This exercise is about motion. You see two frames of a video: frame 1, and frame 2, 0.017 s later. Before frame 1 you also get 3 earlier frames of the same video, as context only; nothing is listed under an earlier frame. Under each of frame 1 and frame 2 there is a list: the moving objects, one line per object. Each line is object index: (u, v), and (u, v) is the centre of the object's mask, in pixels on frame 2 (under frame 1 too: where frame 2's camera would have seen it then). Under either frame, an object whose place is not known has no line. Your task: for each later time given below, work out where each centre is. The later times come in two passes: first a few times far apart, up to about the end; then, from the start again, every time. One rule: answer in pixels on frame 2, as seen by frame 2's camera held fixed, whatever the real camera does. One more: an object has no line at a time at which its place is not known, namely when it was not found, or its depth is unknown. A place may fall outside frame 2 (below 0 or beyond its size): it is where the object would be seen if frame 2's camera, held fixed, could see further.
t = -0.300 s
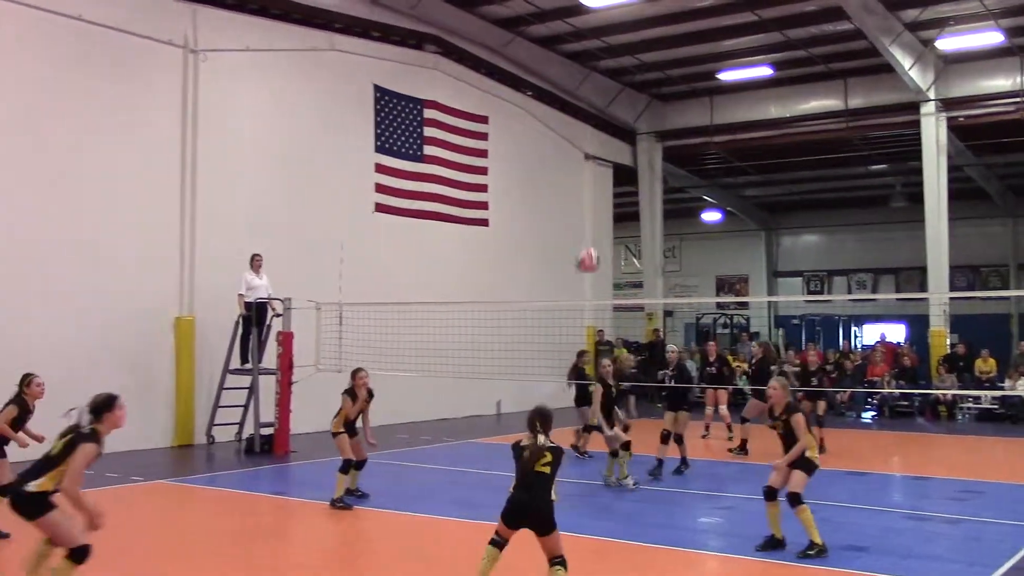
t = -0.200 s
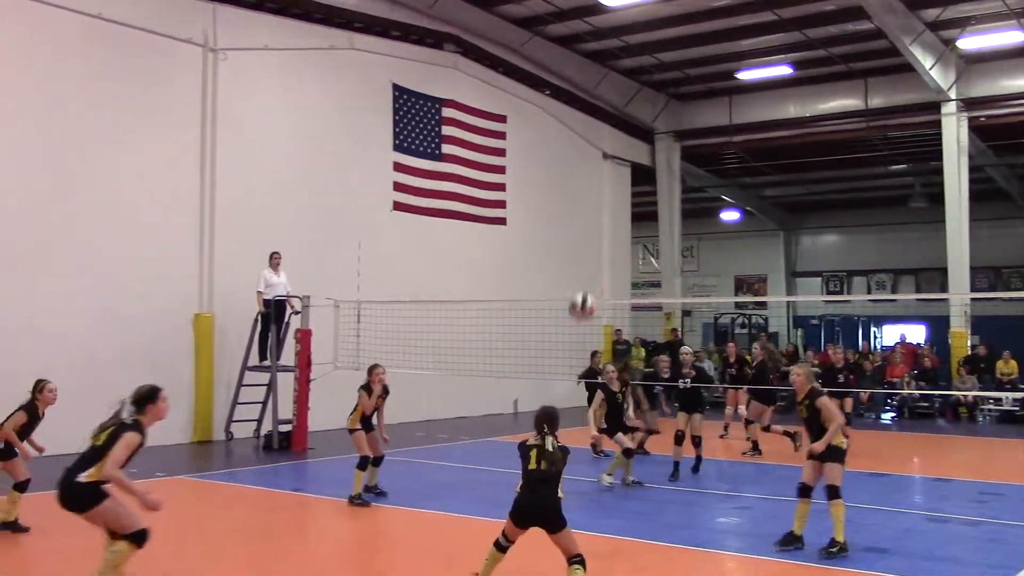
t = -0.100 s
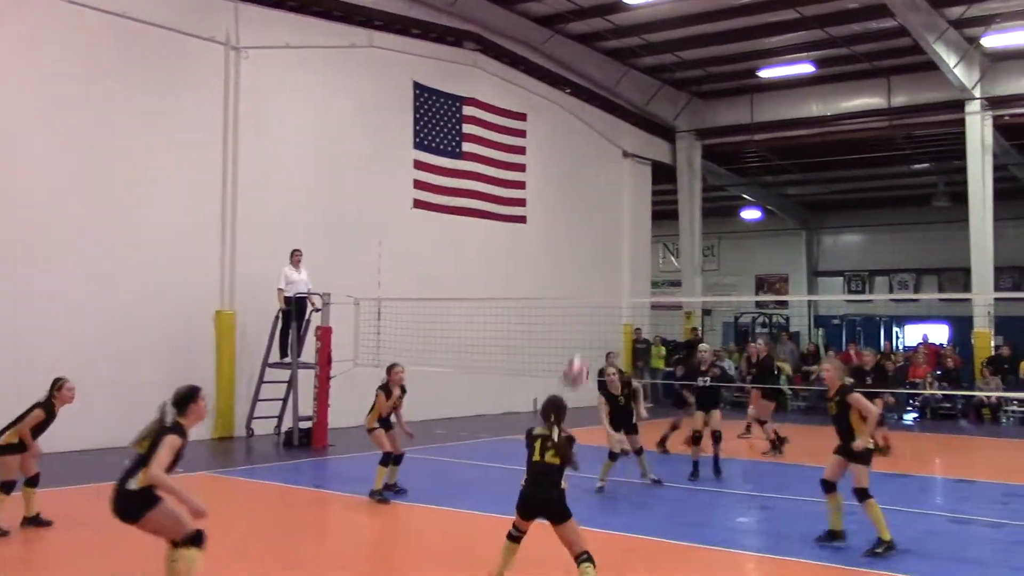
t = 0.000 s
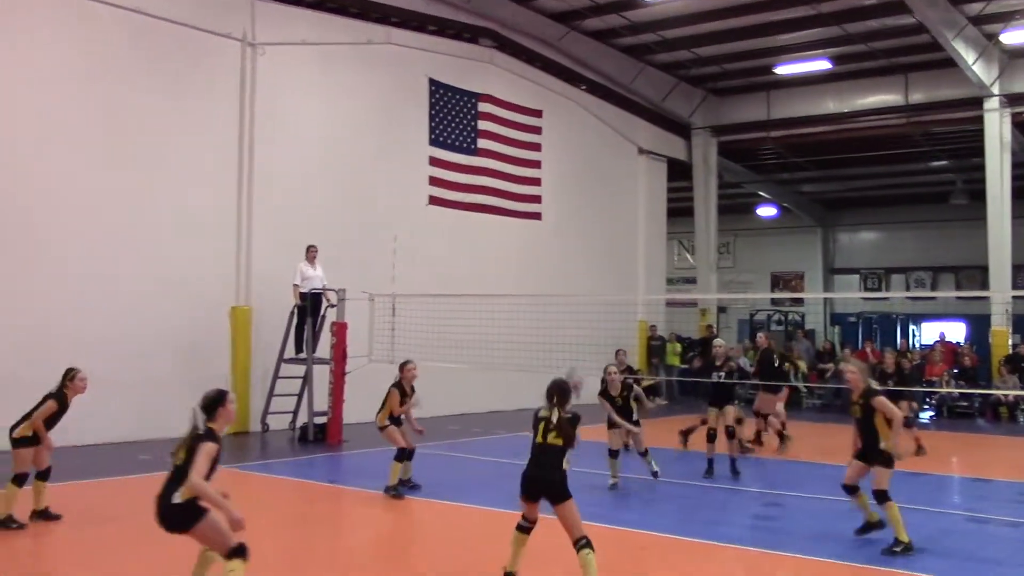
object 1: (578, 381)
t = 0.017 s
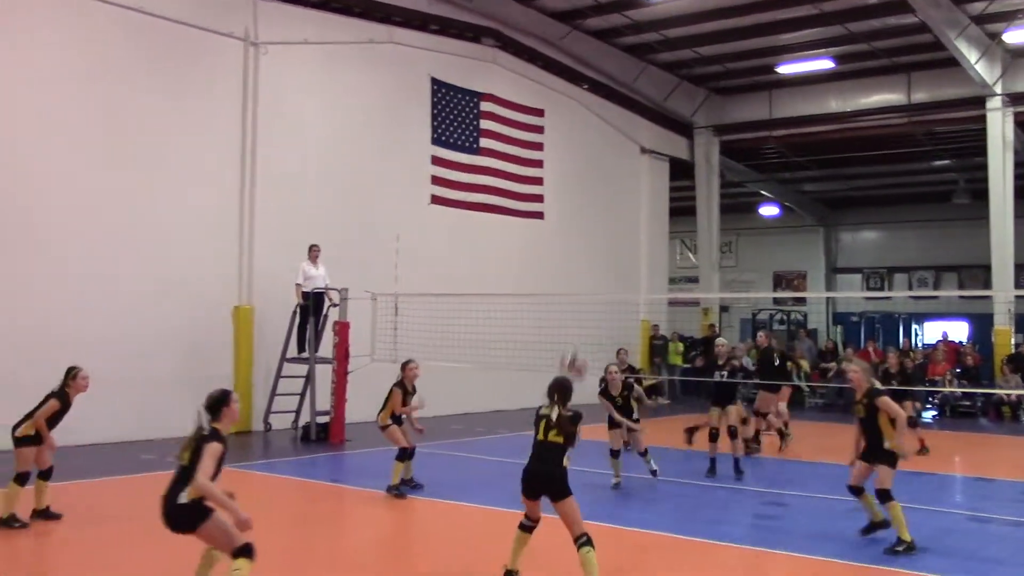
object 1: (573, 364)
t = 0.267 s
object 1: (583, 155)
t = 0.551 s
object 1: (589, 35)
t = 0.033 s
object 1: (575, 345)
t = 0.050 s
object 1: (575, 331)
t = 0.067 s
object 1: (574, 314)
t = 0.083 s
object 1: (577, 294)
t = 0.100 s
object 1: (577, 279)
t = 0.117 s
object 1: (577, 266)
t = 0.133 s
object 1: (578, 253)
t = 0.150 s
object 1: (579, 240)
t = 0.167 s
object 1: (579, 225)
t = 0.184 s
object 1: (580, 210)
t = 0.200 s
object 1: (581, 198)
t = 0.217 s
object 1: (582, 184)
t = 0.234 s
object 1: (582, 175)
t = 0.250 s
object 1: (582, 164)
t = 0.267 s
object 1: (583, 155)
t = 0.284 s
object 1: (583, 145)
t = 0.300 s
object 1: (583, 133)
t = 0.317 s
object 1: (583, 124)
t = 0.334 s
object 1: (584, 116)
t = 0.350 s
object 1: (585, 105)
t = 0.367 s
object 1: (585, 98)
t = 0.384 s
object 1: (586, 91)
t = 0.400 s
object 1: (586, 82)
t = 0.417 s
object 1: (587, 76)
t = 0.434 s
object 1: (586, 71)
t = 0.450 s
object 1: (587, 64)
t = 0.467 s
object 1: (588, 57)
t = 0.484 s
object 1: (587, 51)
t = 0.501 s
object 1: (587, 47)
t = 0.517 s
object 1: (587, 43)
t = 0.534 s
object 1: (588, 39)
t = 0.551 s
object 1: (589, 35)
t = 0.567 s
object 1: (589, 31)
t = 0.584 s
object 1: (589, 29)
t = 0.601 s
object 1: (589, 27)
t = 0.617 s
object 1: (590, 26)
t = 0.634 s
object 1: (590, 26)
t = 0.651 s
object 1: (590, 26)
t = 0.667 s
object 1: (589, 25)
